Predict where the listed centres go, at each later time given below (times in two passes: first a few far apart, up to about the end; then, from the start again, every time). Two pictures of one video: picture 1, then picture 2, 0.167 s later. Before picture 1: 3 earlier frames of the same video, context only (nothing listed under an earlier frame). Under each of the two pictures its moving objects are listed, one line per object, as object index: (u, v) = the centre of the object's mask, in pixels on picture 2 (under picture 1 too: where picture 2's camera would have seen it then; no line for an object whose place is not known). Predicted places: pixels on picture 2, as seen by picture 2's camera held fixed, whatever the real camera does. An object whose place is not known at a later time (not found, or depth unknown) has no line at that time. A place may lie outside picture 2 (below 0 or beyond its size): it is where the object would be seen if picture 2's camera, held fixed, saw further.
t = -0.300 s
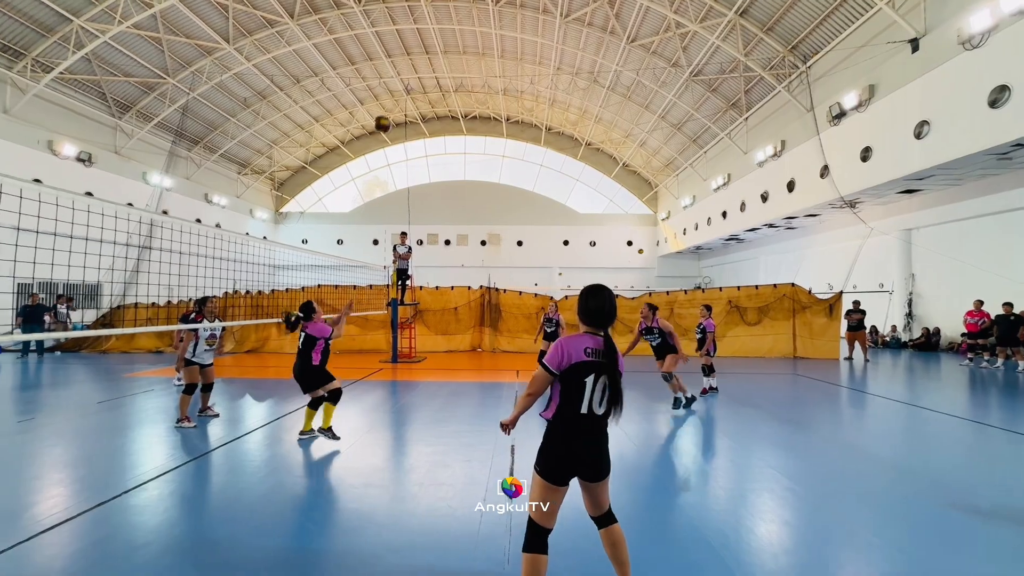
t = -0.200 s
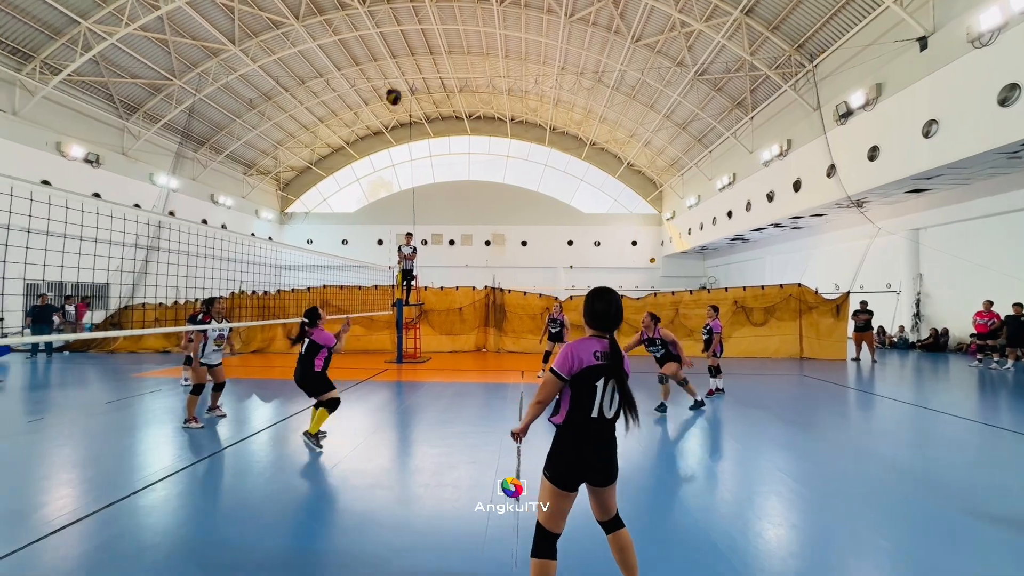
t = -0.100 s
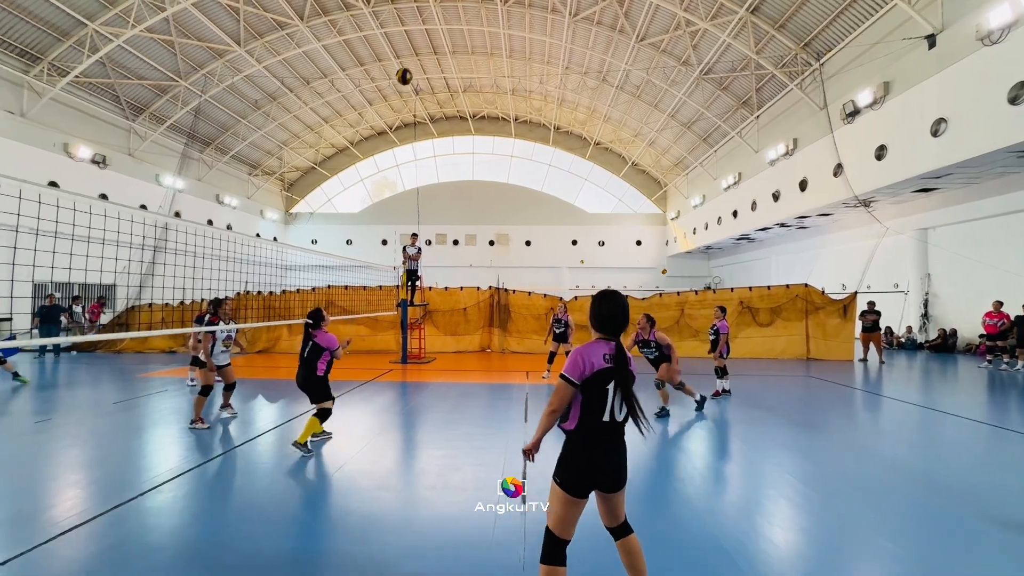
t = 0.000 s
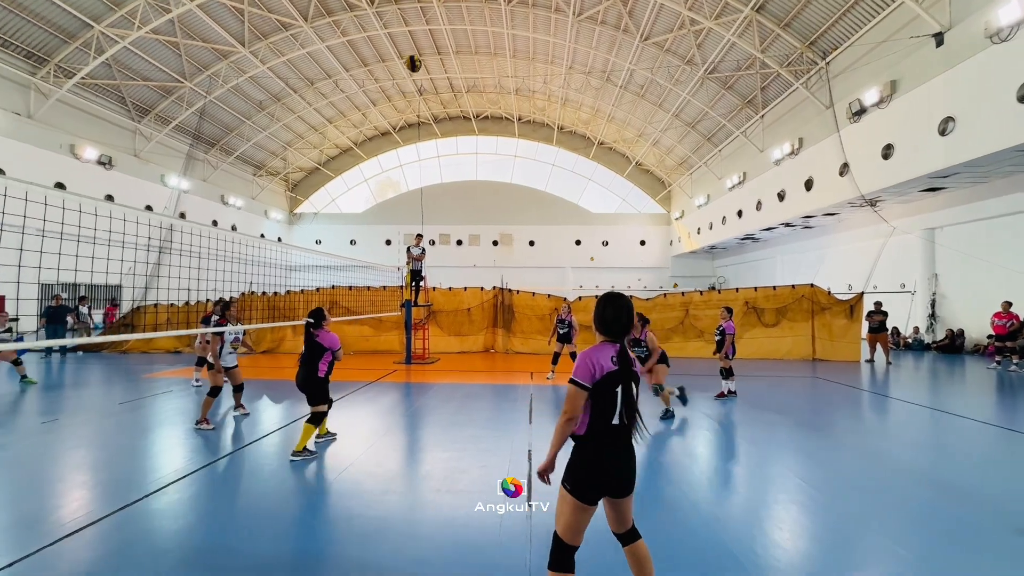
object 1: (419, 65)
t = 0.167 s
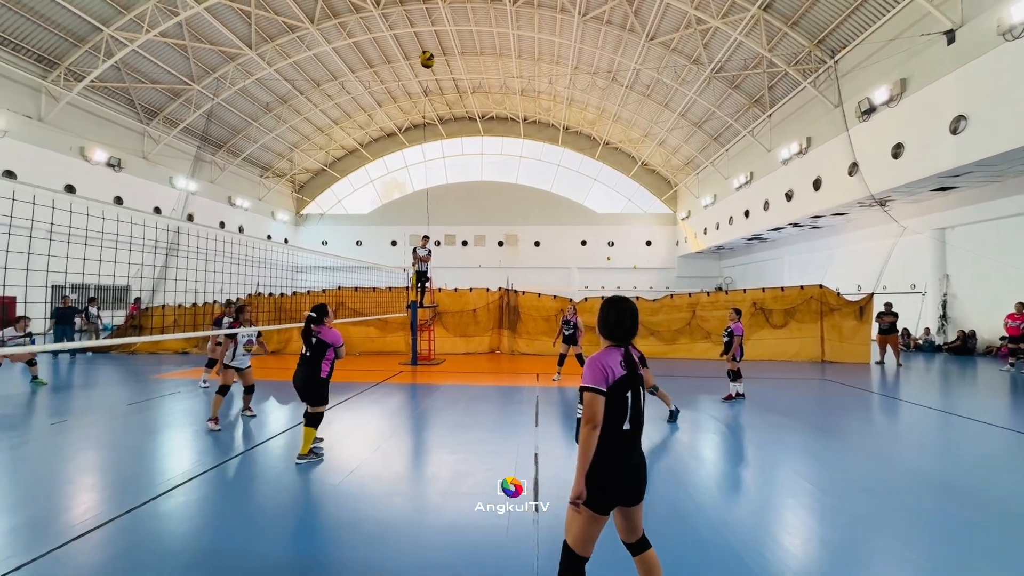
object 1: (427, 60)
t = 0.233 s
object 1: (430, 63)
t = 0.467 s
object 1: (442, 102)
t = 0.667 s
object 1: (458, 165)
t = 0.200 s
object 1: (429, 61)
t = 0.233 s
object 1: (430, 63)
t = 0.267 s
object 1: (431, 66)
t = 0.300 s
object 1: (433, 70)
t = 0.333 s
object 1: (435, 75)
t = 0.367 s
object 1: (436, 81)
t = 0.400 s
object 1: (438, 87)
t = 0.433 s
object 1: (440, 94)
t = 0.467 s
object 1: (442, 102)
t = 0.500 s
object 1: (444, 111)
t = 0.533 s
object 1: (447, 120)
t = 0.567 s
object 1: (449, 130)
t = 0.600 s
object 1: (451, 139)
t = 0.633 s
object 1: (455, 152)
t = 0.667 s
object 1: (458, 165)
